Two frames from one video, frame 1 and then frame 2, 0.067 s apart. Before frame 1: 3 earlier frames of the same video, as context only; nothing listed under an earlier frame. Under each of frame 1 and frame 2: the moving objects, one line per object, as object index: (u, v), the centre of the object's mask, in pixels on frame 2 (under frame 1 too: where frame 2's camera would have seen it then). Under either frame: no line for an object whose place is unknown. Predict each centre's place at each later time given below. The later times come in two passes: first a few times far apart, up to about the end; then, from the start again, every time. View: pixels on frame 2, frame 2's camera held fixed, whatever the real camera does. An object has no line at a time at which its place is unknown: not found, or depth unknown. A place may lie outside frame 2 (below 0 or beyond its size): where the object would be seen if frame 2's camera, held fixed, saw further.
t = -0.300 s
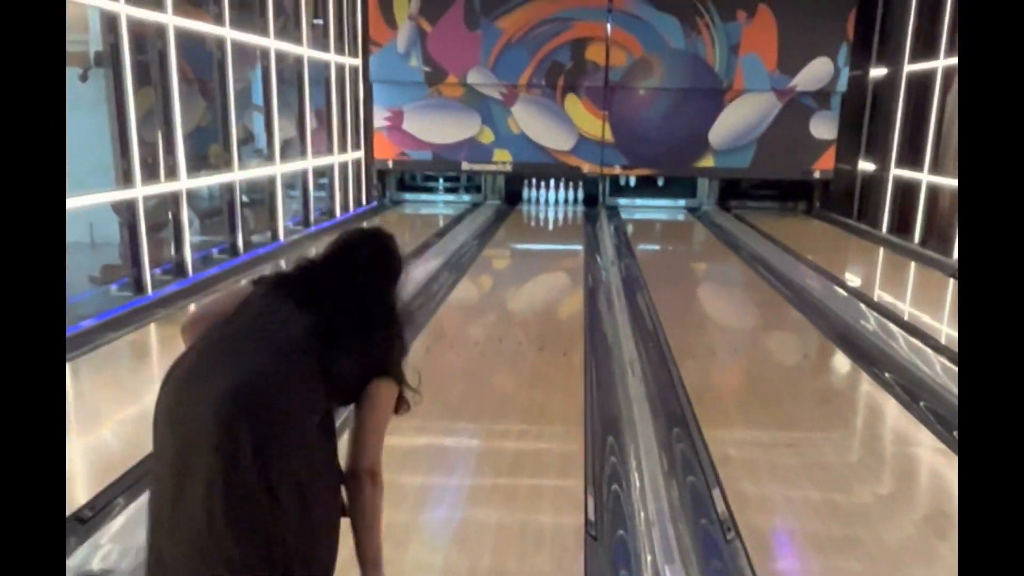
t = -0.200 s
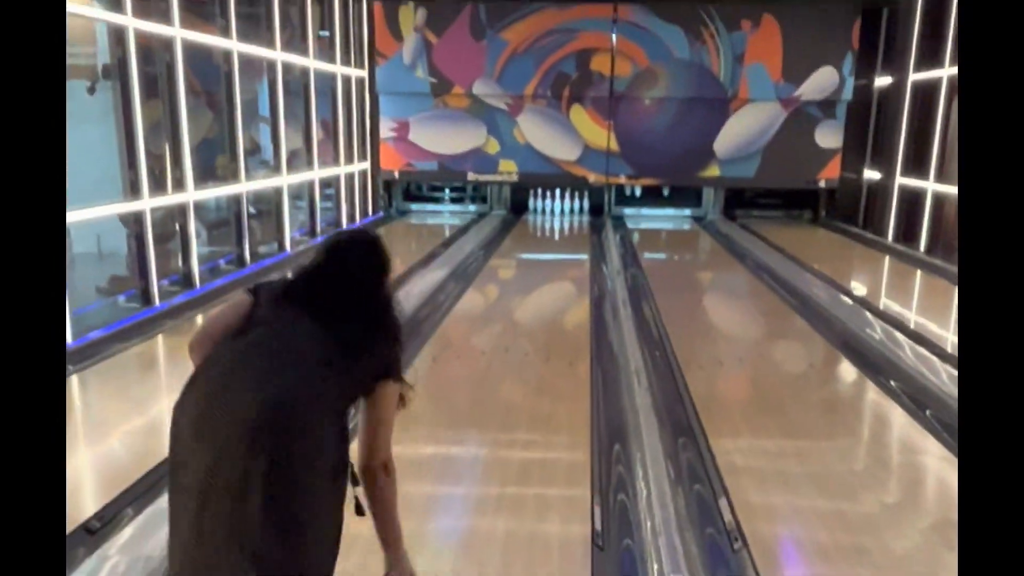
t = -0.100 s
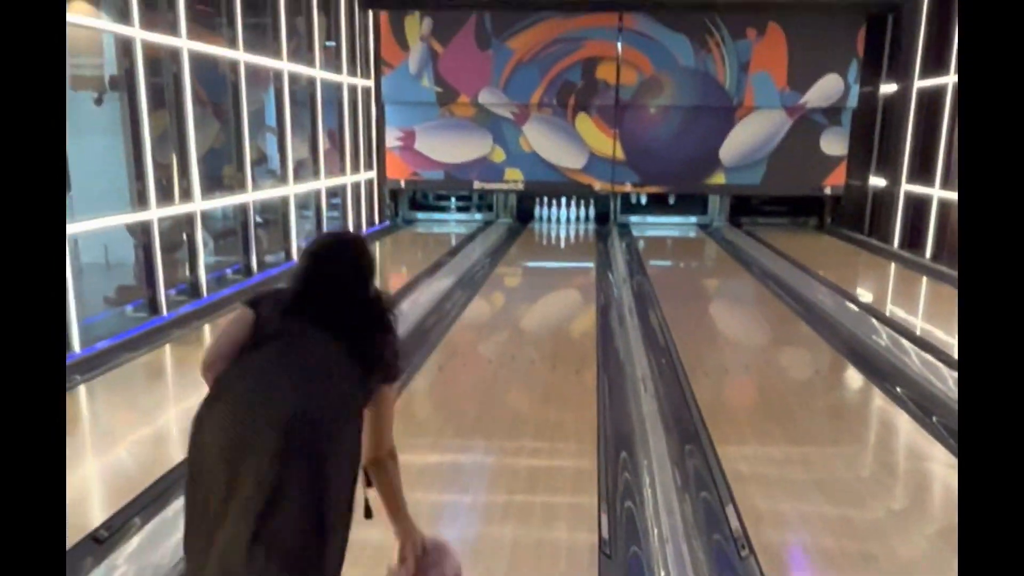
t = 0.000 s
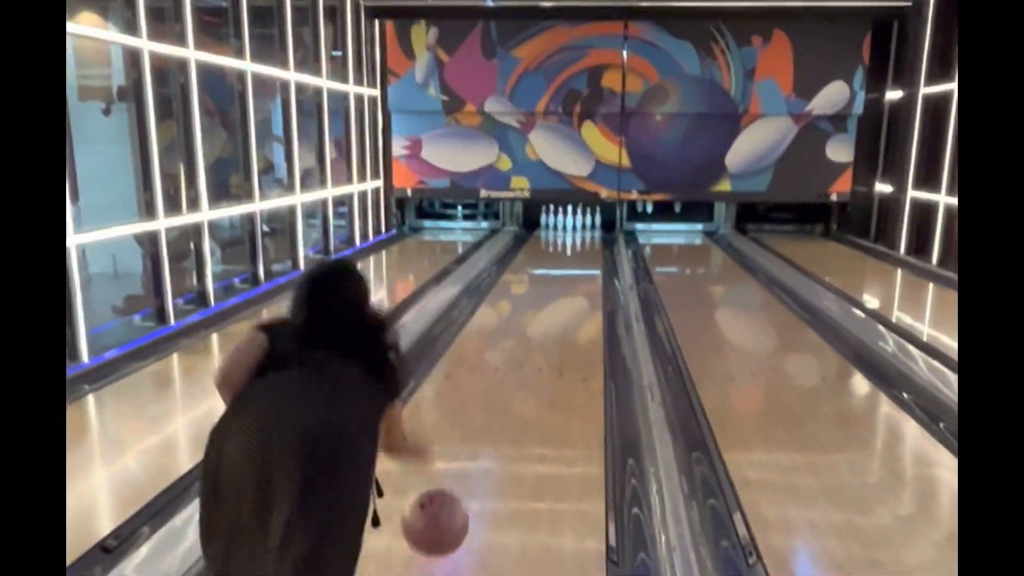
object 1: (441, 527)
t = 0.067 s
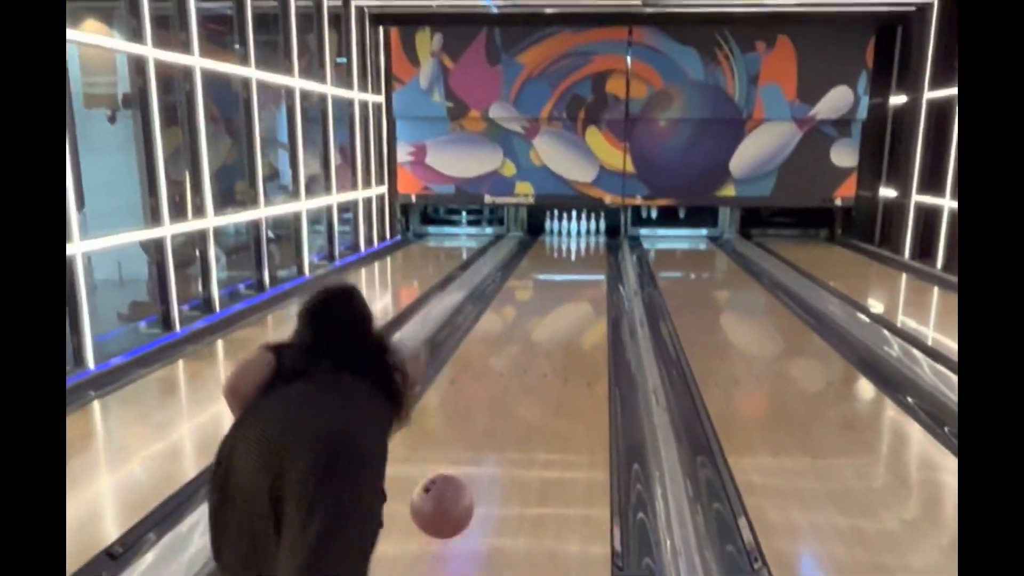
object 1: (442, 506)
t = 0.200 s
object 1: (446, 493)
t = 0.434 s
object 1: (449, 445)
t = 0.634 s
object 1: (450, 415)
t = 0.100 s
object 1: (443, 502)
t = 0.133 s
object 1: (444, 501)
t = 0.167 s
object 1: (445, 502)
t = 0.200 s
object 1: (446, 493)
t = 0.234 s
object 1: (447, 486)
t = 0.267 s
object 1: (447, 478)
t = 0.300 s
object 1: (448, 471)
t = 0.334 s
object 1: (449, 464)
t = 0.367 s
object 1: (449, 457)
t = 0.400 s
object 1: (449, 451)
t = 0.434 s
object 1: (449, 445)
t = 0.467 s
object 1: (449, 440)
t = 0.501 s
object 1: (449, 434)
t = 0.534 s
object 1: (449, 429)
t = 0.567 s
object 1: (449, 424)
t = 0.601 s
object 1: (450, 419)
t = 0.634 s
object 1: (450, 415)
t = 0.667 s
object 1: (451, 411)
